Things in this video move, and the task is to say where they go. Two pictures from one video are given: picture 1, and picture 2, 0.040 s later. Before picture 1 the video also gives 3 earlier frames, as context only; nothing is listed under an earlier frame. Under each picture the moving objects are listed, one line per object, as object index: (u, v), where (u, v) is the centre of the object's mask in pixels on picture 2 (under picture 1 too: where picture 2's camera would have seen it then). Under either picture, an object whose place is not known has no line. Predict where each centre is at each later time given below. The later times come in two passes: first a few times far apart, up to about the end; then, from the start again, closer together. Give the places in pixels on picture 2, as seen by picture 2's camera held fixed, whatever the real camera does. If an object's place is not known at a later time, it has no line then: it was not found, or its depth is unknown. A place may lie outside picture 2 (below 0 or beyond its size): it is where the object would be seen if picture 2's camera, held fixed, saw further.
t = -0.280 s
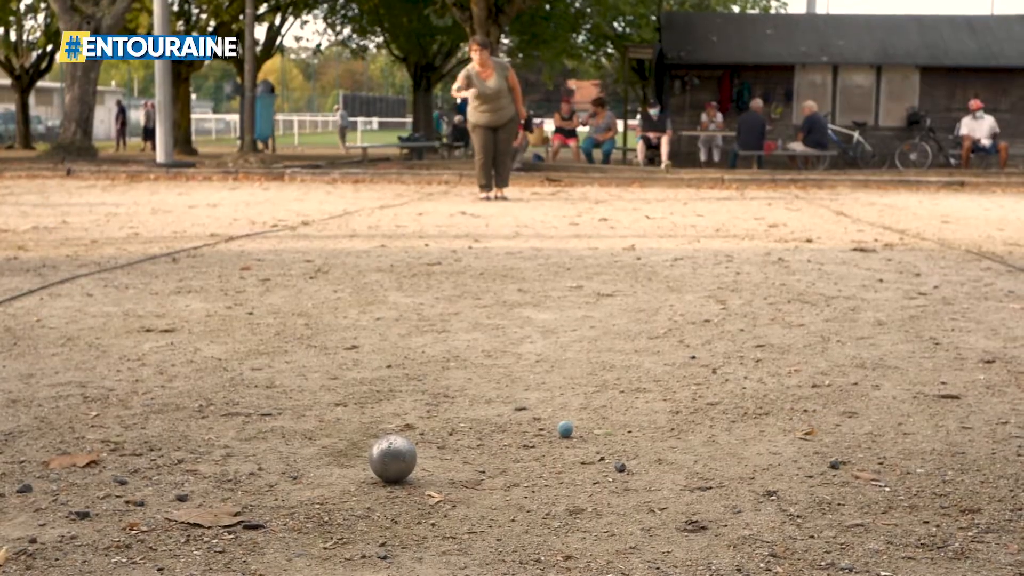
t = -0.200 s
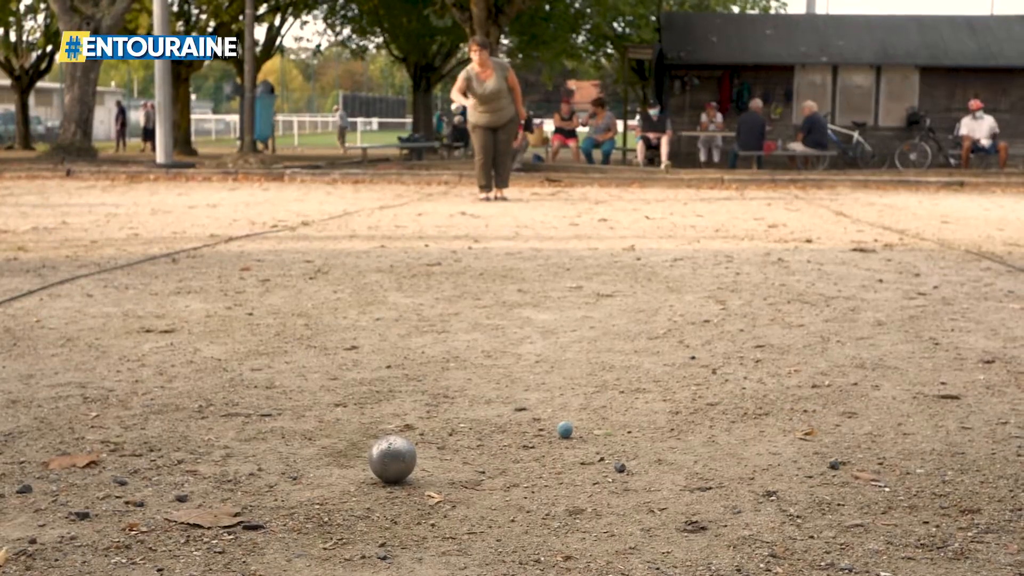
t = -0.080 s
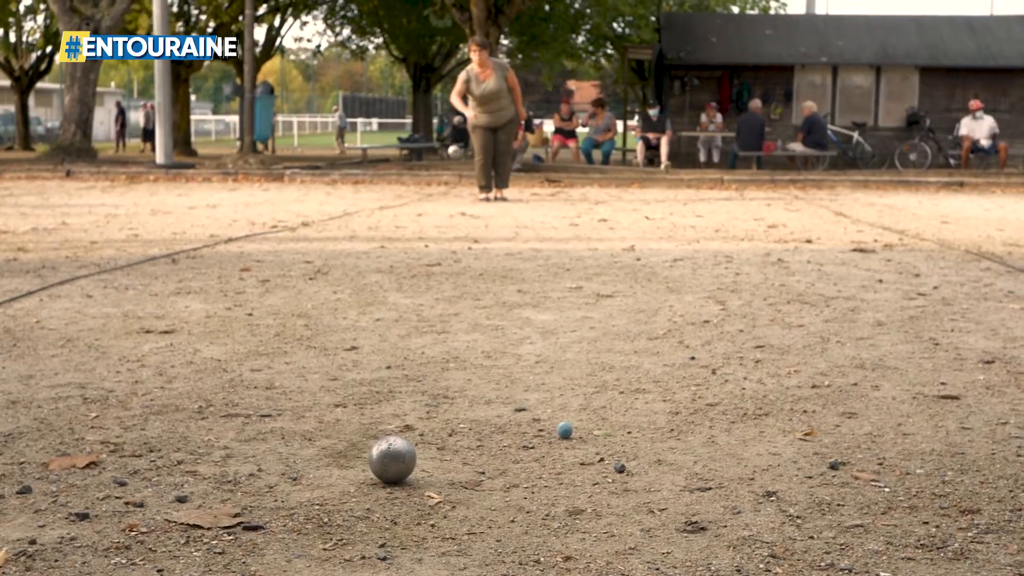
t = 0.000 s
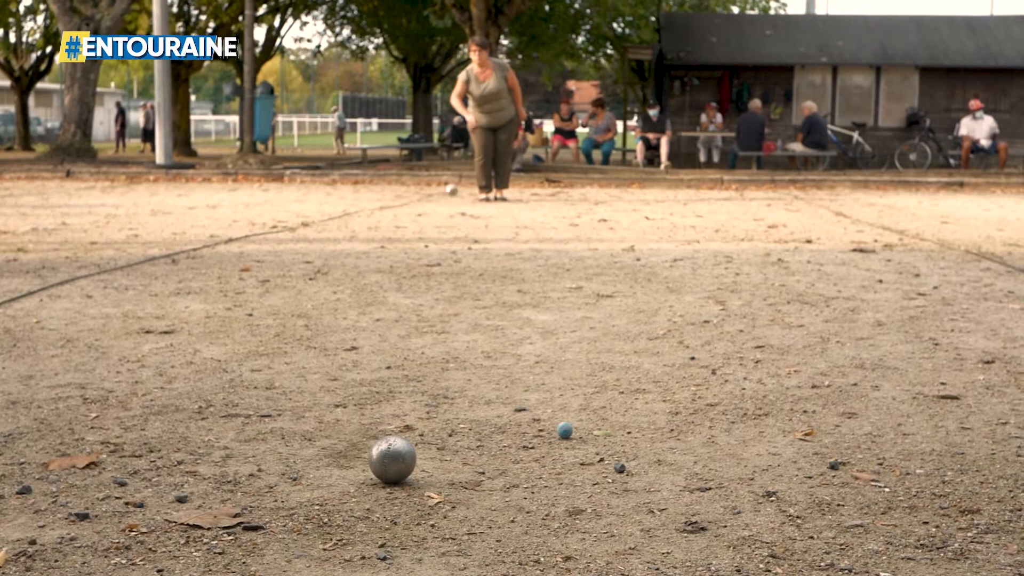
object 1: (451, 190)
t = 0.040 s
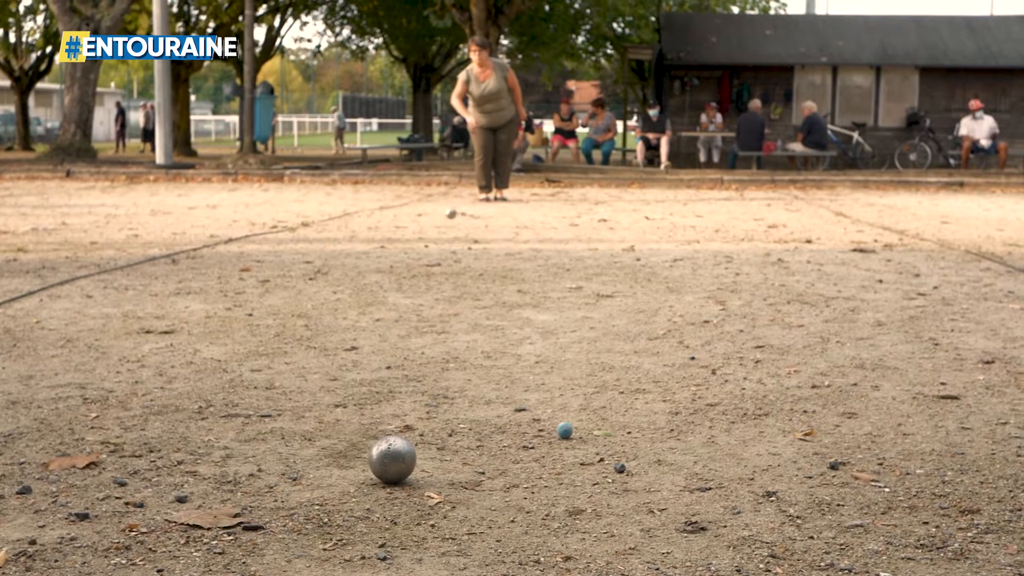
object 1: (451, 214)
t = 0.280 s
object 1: (455, 215)
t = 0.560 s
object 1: (464, 231)
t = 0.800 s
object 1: (471, 239)
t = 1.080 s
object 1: (481, 245)
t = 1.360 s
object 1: (496, 253)
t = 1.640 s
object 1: (510, 263)
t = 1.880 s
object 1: (513, 273)
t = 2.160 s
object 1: (506, 286)
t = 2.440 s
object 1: (492, 302)
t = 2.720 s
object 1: (479, 316)
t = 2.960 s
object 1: (472, 331)
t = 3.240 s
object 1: (469, 347)
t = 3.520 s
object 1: (470, 361)
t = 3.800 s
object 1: (469, 371)
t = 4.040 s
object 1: (469, 379)
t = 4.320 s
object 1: (460, 387)
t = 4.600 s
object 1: (450, 392)
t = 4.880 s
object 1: (441, 398)
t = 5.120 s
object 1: (436, 401)
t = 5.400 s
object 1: (430, 402)
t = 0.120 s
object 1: (452, 217)
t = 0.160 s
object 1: (453, 214)
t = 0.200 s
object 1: (454, 213)
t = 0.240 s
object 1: (455, 213)
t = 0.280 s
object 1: (455, 215)
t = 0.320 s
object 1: (457, 219)
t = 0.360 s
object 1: (458, 225)
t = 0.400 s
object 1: (459, 230)
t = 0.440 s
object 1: (460, 228)
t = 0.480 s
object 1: (461, 227)
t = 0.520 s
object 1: (463, 228)
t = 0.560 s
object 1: (464, 231)
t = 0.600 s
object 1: (465, 235)
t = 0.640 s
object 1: (466, 235)
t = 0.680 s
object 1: (467, 237)
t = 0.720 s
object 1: (469, 237)
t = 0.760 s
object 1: (470, 237)
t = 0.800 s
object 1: (471, 239)
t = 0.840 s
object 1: (472, 239)
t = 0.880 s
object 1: (474, 240)
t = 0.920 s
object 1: (475, 242)
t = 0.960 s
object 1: (476, 244)
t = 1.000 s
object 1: (478, 244)
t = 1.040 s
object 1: (479, 245)
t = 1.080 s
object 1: (481, 245)
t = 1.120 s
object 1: (482, 246)
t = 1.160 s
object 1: (484, 246)
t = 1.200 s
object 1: (486, 248)
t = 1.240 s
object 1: (488, 248)
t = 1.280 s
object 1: (491, 248)
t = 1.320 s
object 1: (493, 249)
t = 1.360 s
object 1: (496, 253)
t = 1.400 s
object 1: (498, 252)
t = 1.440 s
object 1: (500, 253)
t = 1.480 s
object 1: (503, 256)
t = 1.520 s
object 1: (505, 256)
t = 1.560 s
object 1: (507, 258)
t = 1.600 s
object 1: (509, 261)
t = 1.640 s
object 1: (510, 263)
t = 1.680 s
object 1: (511, 264)
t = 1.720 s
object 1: (512, 265)
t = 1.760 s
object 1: (512, 268)
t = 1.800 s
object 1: (512, 270)
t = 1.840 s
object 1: (513, 272)
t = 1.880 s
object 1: (513, 273)
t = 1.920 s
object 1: (513, 276)
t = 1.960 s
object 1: (514, 277)
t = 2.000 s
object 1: (513, 280)
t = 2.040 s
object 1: (512, 280)
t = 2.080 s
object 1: (509, 283)
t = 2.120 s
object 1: (508, 284)
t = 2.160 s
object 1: (506, 286)
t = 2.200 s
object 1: (504, 289)
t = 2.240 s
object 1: (502, 289)
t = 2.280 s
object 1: (500, 292)
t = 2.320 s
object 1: (498, 296)
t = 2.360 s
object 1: (496, 298)
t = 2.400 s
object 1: (494, 299)
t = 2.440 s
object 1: (492, 302)
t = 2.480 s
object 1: (490, 302)
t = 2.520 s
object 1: (488, 306)
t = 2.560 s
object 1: (486, 308)
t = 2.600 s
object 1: (484, 311)
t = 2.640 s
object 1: (482, 313)
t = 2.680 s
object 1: (480, 315)
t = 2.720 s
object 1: (479, 316)
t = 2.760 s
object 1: (478, 321)
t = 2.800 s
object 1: (477, 321)
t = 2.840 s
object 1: (475, 324)
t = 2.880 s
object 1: (474, 324)
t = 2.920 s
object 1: (473, 326)
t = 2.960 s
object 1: (472, 331)
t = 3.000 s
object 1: (471, 332)
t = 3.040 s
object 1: (471, 335)
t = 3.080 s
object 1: (470, 338)
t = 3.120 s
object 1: (470, 340)
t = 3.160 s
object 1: (470, 342)
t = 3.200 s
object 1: (469, 344)
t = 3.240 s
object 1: (469, 347)
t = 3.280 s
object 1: (469, 348)
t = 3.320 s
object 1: (470, 349)
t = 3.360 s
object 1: (470, 352)
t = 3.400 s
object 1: (470, 353)
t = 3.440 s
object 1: (471, 357)
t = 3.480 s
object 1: (470, 358)
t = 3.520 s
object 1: (470, 361)
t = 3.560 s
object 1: (470, 362)
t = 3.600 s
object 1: (470, 362)
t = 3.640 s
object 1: (470, 363)
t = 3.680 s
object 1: (469, 366)
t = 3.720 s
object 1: (470, 368)
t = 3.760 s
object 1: (470, 369)
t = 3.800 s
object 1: (469, 371)
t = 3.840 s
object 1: (469, 373)
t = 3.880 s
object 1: (468, 374)
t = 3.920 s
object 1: (468, 375)
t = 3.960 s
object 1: (469, 376)
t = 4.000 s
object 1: (469, 378)
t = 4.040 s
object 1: (469, 379)
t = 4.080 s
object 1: (468, 380)
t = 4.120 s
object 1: (468, 381)
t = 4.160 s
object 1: (467, 381)
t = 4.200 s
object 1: (466, 384)
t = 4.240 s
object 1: (464, 384)
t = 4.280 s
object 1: (462, 386)
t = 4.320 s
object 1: (460, 387)
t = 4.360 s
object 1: (459, 387)
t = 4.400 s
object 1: (457, 388)
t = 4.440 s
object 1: (456, 389)
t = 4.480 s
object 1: (455, 389)
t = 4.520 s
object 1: (453, 390)
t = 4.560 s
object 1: (452, 391)
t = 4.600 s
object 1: (450, 392)
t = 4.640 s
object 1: (448, 393)
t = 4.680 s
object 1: (447, 394)
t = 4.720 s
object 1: (446, 395)
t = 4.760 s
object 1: (444, 396)
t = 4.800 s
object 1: (443, 397)
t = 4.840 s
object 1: (442, 397)
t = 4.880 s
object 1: (441, 398)
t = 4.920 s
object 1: (440, 399)
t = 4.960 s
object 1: (439, 399)
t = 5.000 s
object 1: (438, 400)
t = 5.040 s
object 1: (438, 400)
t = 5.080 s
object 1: (437, 401)
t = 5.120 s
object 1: (436, 401)
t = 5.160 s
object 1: (435, 402)
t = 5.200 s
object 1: (434, 402)
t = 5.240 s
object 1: (433, 402)
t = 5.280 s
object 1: (432, 402)
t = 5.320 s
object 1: (431, 402)
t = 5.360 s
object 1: (430, 402)
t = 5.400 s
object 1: (430, 402)
